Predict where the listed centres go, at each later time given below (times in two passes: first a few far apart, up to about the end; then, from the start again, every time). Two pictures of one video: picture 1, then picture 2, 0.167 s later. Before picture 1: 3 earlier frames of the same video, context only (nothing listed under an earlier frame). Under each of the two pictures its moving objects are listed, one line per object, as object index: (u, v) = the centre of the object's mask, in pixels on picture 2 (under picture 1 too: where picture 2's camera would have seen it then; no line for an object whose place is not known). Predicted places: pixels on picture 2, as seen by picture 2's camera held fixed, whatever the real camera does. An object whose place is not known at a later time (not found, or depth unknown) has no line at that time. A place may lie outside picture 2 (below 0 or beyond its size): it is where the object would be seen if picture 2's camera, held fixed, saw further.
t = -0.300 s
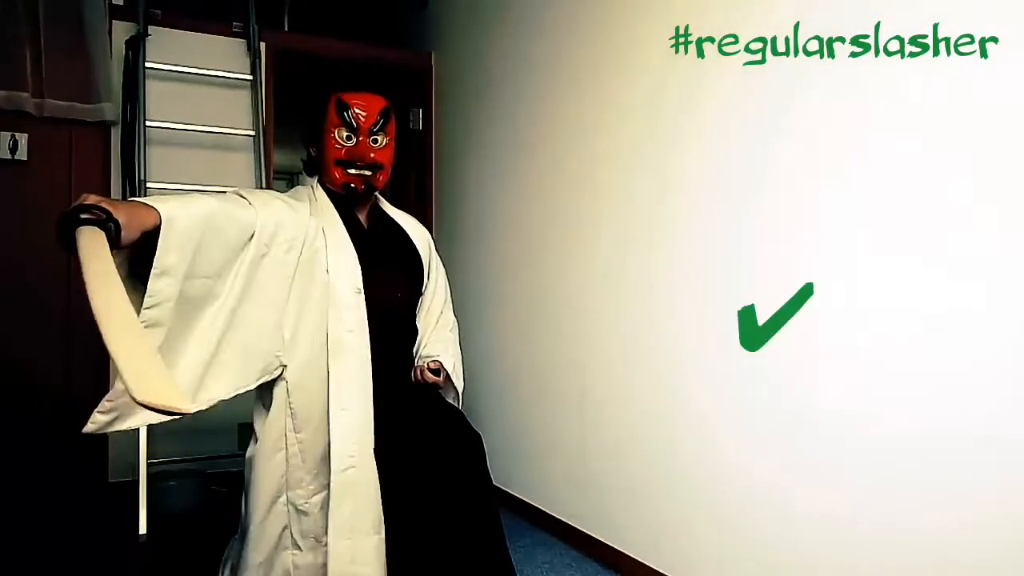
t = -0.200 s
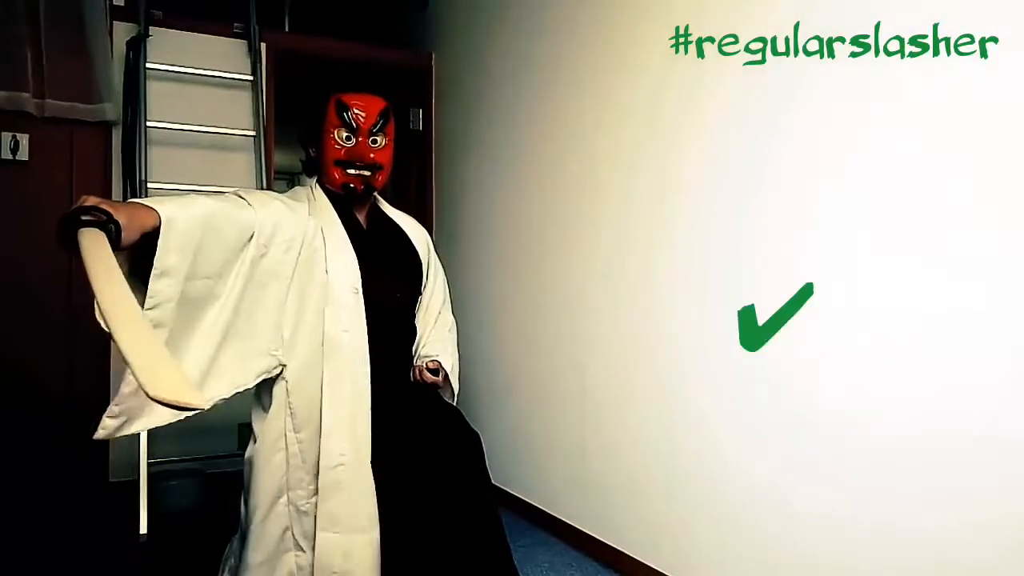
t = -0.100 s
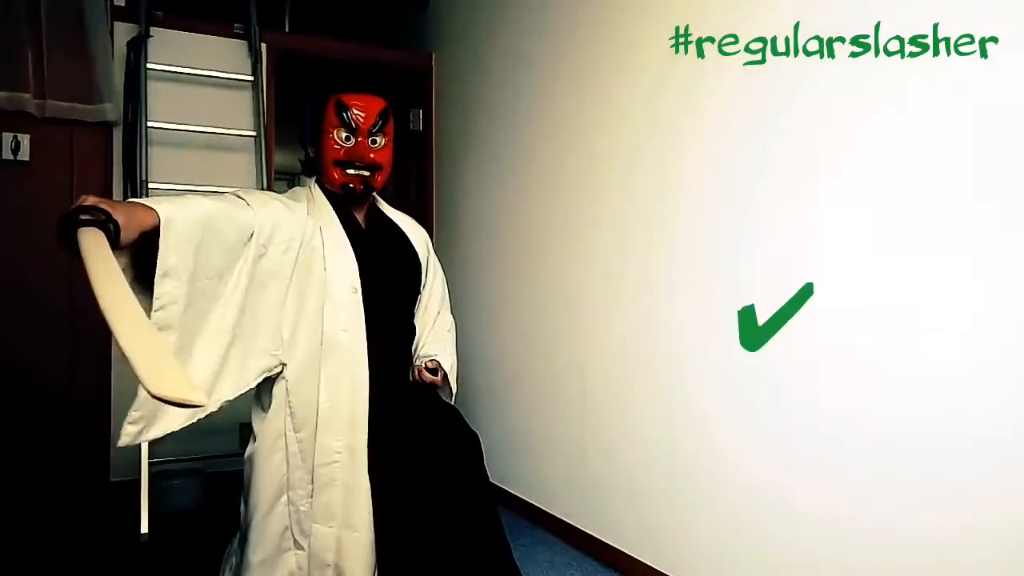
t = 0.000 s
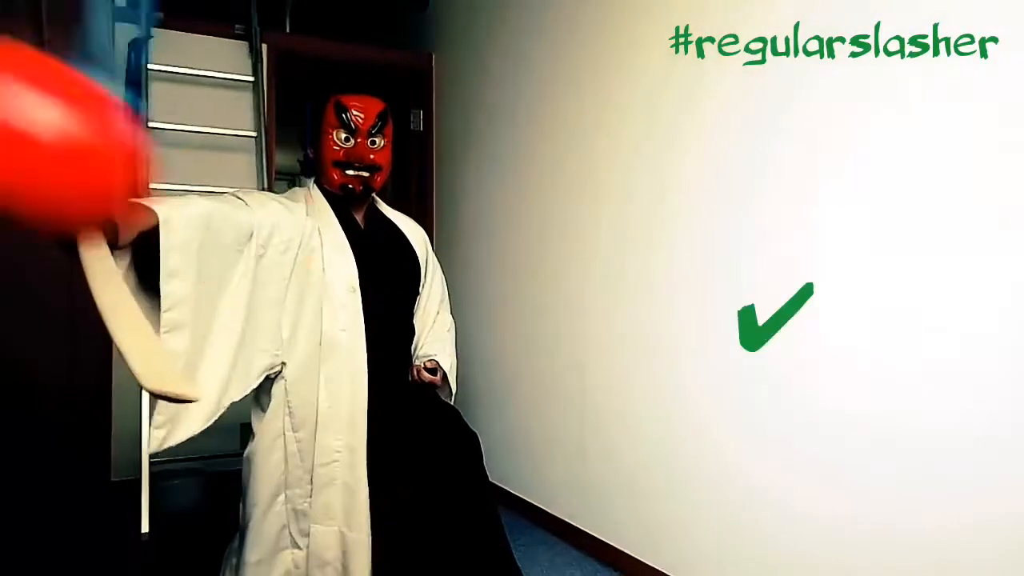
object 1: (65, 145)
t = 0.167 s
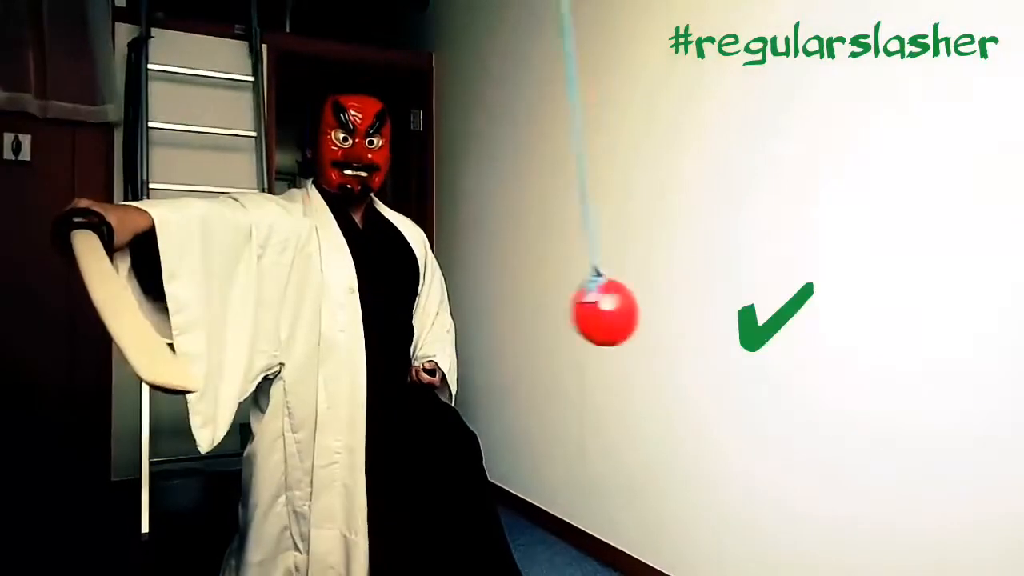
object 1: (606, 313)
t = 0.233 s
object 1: (663, 311)
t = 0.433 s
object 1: (763, 247)
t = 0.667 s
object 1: (807, 200)
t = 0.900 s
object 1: (824, 208)
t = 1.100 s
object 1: (809, 260)
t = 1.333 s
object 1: (741, 315)
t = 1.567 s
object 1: (548, 278)
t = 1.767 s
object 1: (185, 127)
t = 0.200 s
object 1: (638, 316)
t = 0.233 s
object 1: (663, 311)
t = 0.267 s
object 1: (684, 304)
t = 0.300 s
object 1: (704, 298)
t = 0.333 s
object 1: (722, 286)
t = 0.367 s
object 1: (737, 271)
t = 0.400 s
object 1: (751, 258)
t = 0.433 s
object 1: (763, 247)
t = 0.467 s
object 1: (773, 235)
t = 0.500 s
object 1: (781, 226)
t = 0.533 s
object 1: (788, 218)
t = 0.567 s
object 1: (793, 212)
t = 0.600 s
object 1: (799, 207)
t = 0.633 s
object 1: (803, 203)
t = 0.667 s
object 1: (807, 200)
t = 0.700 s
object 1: (811, 197)
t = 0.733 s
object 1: (814, 195)
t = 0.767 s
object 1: (816, 195)
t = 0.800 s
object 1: (819, 196)
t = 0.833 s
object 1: (821, 198)
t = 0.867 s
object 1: (823, 202)
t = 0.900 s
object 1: (824, 208)
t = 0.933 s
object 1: (824, 216)
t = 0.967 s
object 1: (823, 224)
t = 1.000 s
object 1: (820, 232)
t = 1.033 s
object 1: (817, 241)
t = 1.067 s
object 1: (814, 252)
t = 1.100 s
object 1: (809, 260)
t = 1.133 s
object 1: (803, 268)
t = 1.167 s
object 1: (796, 275)
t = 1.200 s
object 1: (788, 282)
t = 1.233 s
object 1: (778, 291)
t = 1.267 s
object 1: (768, 300)
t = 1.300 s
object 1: (756, 308)
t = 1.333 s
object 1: (741, 315)
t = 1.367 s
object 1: (724, 322)
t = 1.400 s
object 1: (704, 326)
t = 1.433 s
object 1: (681, 324)
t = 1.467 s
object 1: (654, 318)
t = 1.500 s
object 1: (624, 310)
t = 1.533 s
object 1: (588, 295)
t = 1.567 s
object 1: (548, 278)
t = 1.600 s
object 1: (504, 261)
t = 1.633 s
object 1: (453, 240)
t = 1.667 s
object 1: (396, 215)
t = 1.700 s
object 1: (329, 185)
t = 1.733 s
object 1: (259, 158)
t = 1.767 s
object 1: (185, 127)
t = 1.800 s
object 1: (115, 98)
